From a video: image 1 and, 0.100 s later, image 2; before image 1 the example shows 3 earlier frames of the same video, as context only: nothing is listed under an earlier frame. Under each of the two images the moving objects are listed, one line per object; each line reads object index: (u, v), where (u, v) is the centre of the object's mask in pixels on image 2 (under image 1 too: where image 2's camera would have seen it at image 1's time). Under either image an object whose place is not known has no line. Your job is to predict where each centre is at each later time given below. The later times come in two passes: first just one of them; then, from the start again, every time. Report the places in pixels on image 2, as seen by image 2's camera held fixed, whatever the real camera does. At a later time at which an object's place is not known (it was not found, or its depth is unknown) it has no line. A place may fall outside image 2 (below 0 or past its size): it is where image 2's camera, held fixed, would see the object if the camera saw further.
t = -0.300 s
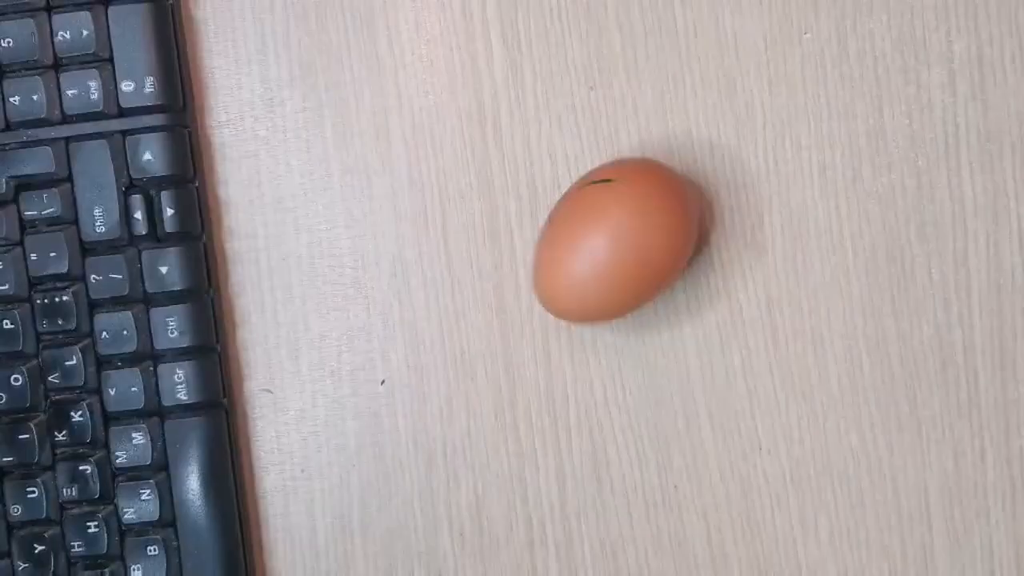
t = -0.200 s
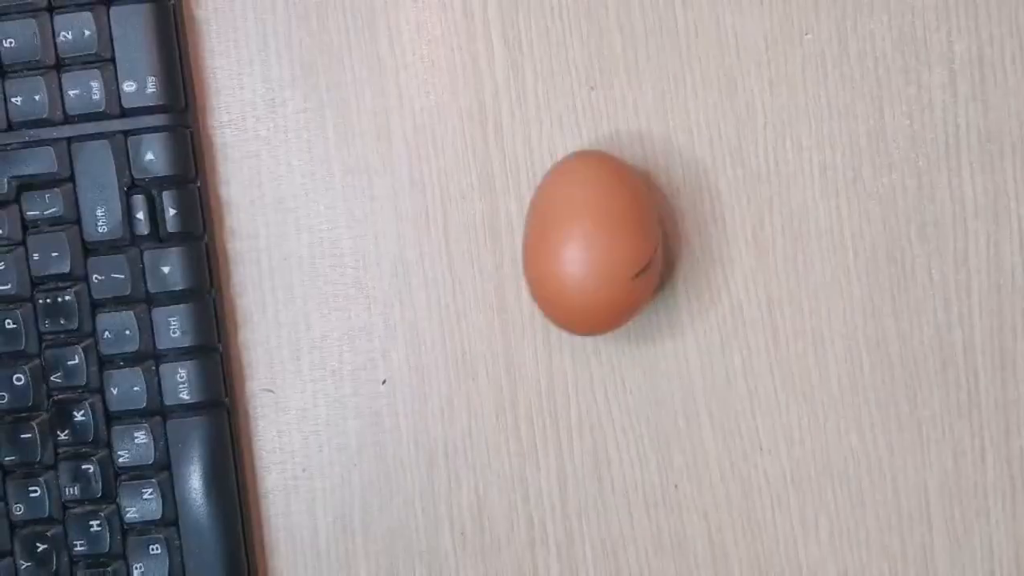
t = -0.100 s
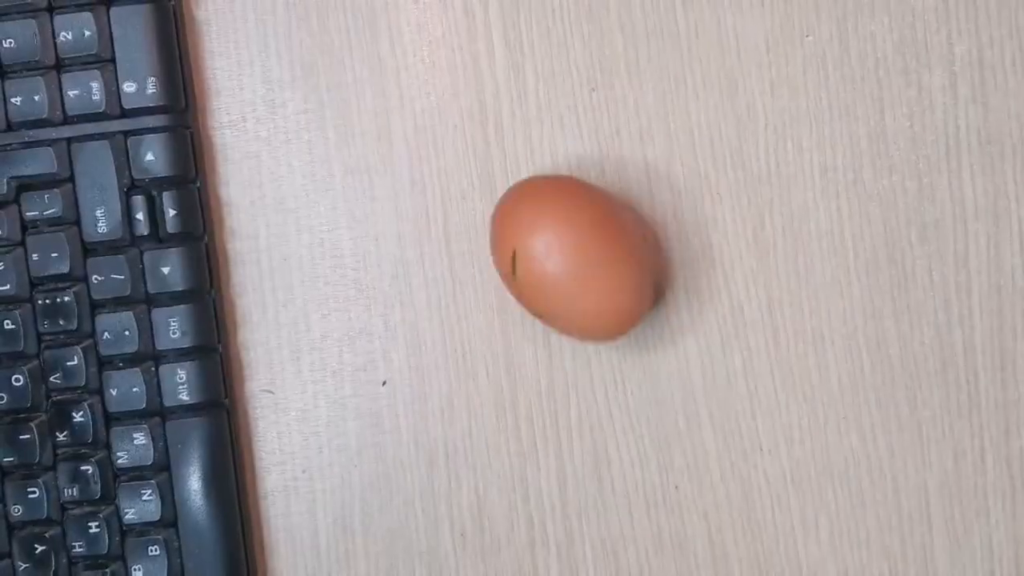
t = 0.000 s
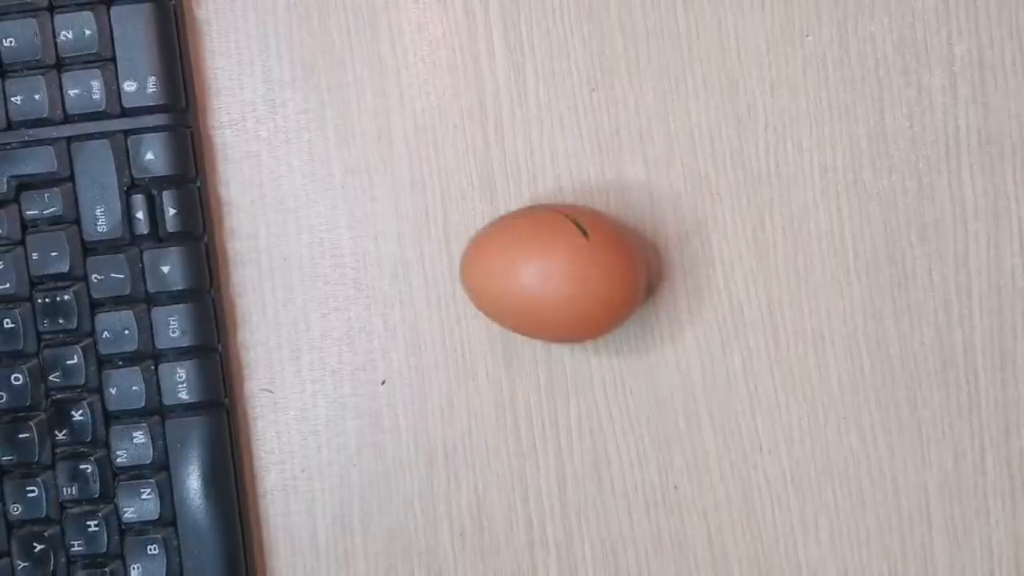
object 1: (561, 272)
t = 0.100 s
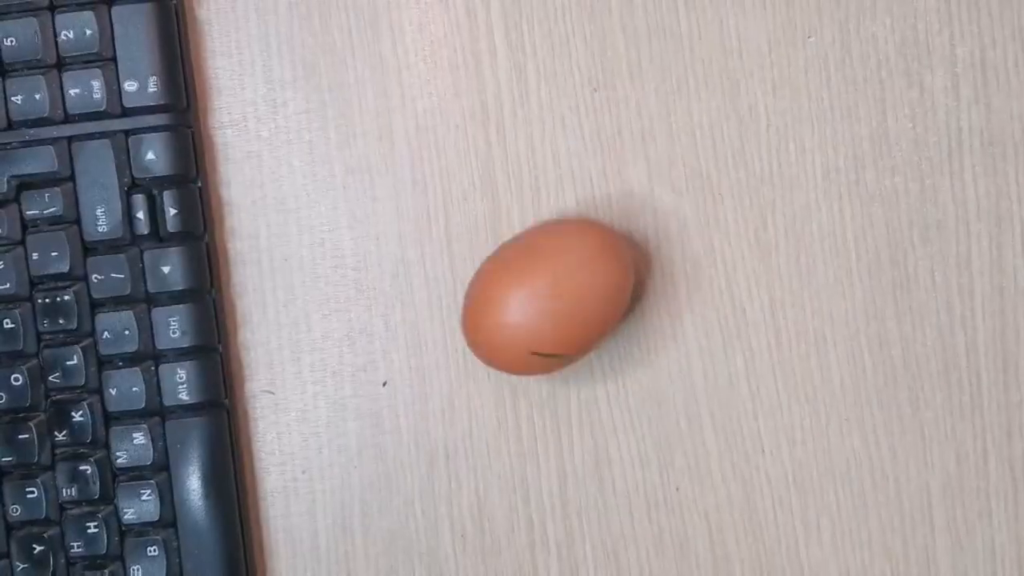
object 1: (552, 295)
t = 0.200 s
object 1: (550, 320)
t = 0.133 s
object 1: (551, 305)
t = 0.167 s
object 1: (551, 314)
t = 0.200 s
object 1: (550, 320)
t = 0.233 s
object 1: (551, 329)
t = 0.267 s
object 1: (555, 340)
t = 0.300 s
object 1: (559, 347)
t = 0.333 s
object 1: (564, 352)
